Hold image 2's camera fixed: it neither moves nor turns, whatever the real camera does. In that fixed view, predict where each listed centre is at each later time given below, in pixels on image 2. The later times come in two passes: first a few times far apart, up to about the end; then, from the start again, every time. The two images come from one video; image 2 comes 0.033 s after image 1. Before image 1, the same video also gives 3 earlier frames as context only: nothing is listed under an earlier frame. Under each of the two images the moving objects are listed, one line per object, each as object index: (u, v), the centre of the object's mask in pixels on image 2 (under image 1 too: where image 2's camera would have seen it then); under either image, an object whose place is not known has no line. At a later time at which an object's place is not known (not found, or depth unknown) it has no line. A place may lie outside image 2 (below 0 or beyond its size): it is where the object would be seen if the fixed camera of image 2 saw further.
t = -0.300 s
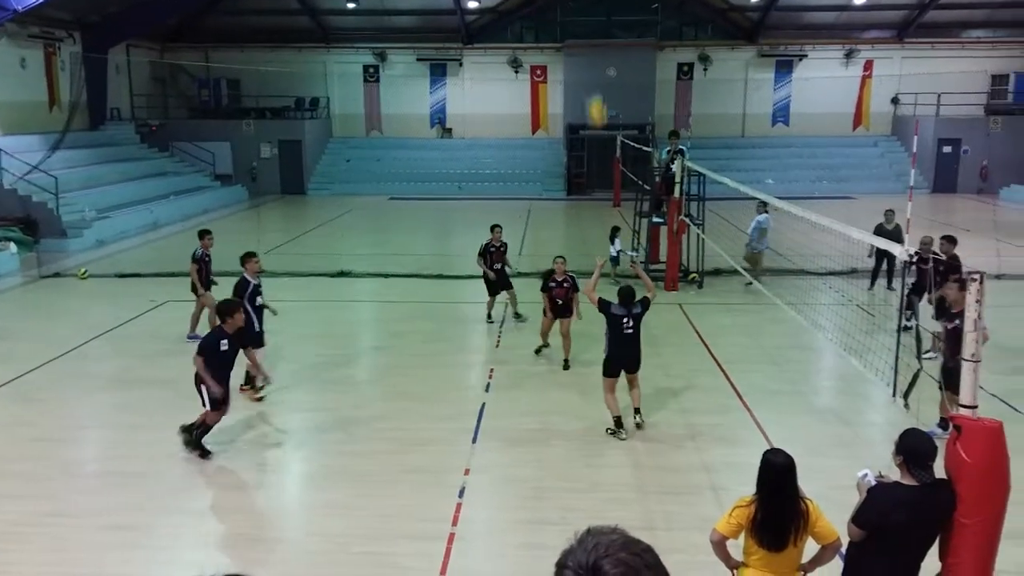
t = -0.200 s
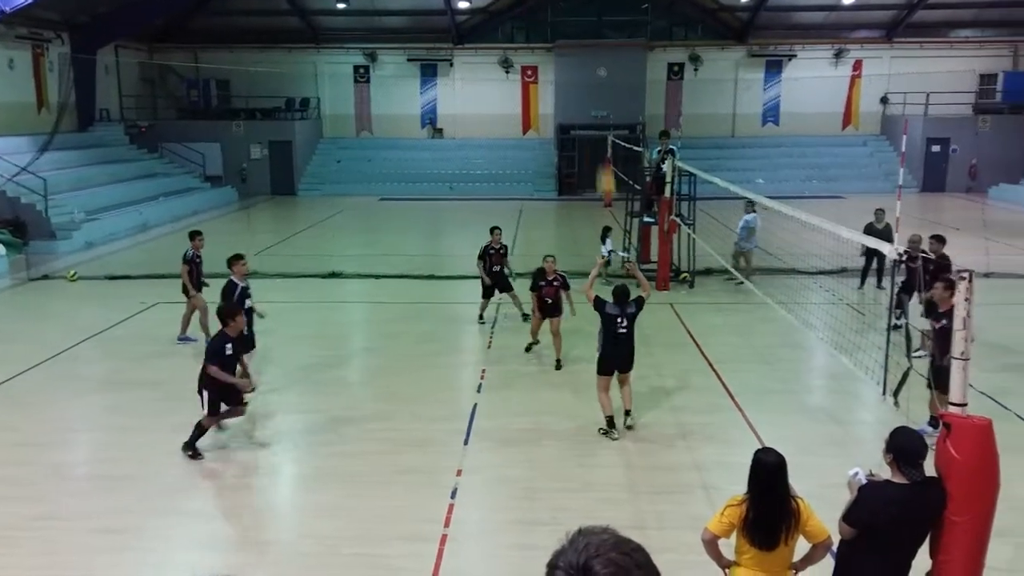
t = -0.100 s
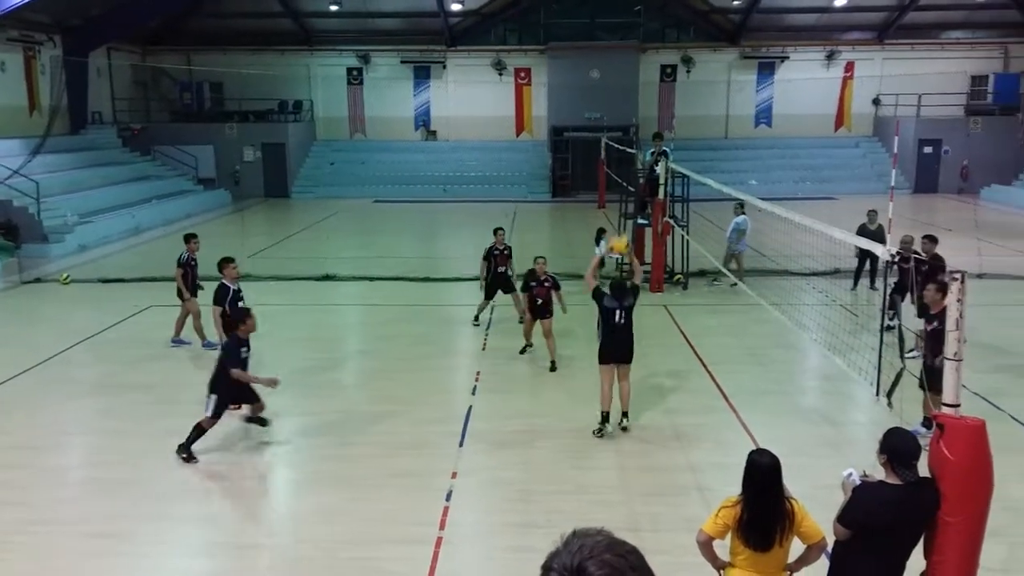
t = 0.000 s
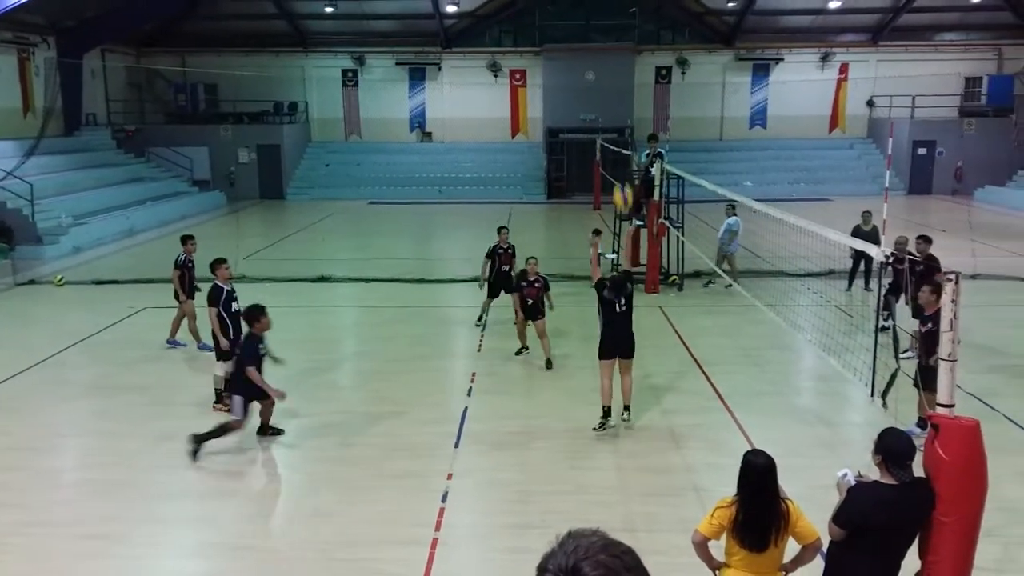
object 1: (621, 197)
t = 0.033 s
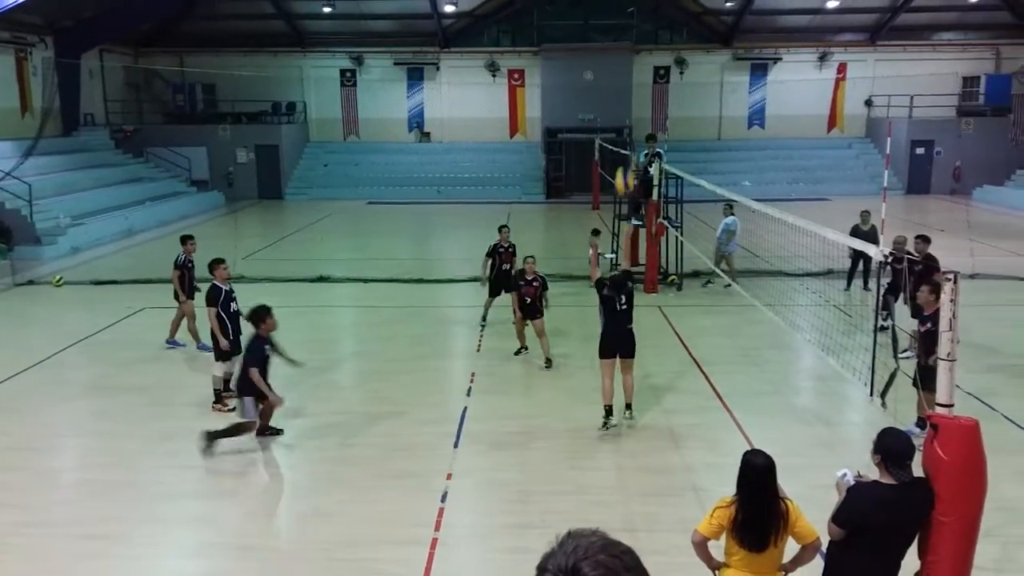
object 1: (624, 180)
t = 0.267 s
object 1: (643, 92)
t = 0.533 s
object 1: (664, 57)
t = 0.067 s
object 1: (627, 167)
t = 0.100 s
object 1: (628, 152)
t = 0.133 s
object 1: (631, 138)
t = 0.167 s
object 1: (633, 126)
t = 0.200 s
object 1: (638, 114)
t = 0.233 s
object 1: (640, 104)
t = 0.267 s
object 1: (643, 92)
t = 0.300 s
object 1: (646, 83)
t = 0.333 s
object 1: (649, 76)
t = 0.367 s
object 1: (652, 70)
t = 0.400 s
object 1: (655, 66)
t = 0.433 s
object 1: (657, 62)
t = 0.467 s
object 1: (659, 59)
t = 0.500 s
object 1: (662, 57)
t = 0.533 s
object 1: (664, 57)
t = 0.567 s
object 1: (667, 57)
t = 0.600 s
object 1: (670, 59)
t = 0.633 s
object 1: (673, 63)
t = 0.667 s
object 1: (675, 67)
